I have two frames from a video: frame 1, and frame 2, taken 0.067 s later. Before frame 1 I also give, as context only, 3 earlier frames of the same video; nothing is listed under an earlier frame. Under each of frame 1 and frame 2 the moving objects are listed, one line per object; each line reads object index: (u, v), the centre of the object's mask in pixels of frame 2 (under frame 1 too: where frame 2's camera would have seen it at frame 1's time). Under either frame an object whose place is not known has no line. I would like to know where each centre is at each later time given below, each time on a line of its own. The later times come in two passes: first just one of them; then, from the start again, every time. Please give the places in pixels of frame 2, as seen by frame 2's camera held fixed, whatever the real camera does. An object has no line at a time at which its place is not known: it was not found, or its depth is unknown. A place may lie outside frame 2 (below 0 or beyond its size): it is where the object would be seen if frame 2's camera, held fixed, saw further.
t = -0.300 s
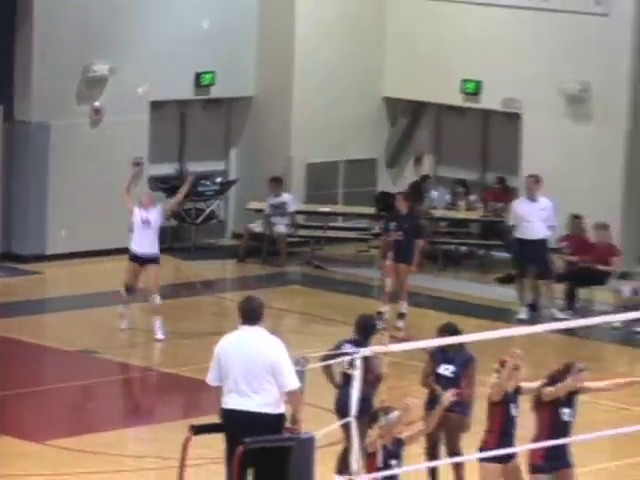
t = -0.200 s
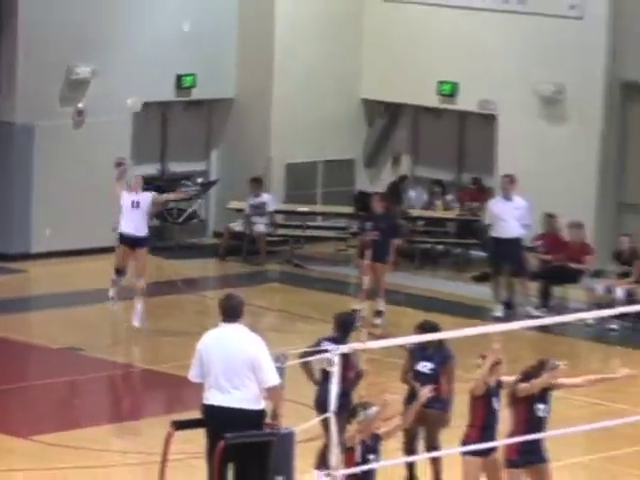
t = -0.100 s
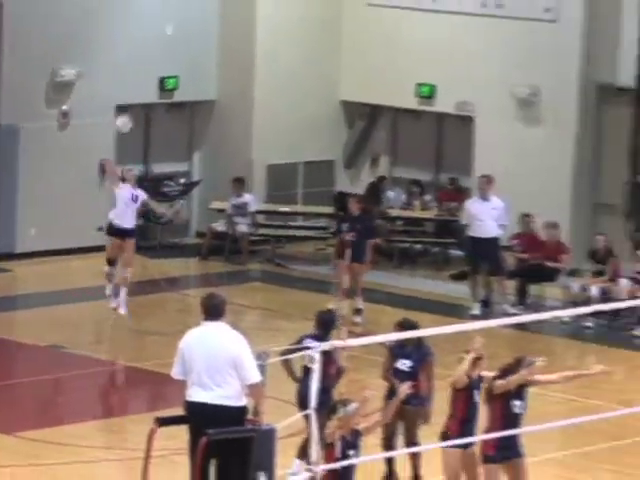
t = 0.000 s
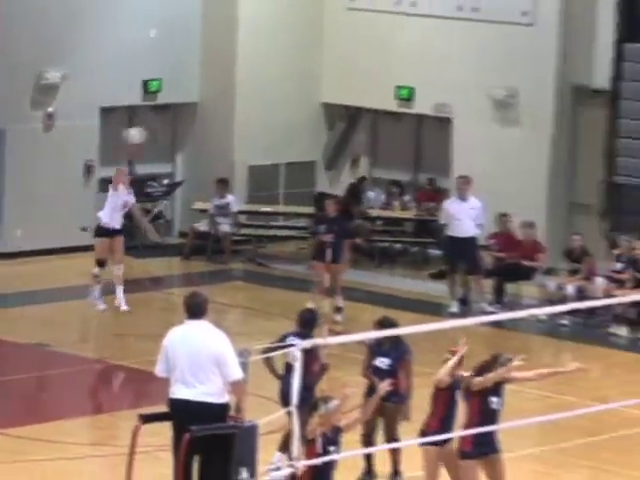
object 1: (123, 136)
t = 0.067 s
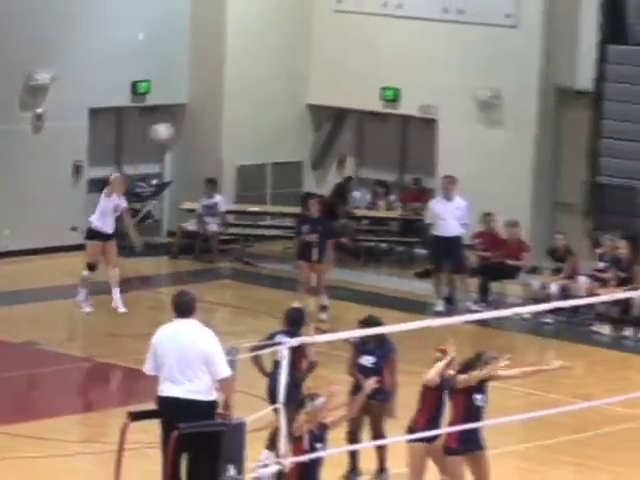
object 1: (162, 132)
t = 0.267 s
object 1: (285, 134)
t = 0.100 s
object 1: (181, 131)
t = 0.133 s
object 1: (202, 130)
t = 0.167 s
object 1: (223, 129)
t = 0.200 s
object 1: (245, 130)
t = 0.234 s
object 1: (266, 132)
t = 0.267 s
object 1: (285, 134)
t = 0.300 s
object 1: (308, 138)
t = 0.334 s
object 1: (331, 144)
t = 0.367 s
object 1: (353, 149)
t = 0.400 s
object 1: (376, 157)
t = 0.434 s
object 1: (401, 167)
